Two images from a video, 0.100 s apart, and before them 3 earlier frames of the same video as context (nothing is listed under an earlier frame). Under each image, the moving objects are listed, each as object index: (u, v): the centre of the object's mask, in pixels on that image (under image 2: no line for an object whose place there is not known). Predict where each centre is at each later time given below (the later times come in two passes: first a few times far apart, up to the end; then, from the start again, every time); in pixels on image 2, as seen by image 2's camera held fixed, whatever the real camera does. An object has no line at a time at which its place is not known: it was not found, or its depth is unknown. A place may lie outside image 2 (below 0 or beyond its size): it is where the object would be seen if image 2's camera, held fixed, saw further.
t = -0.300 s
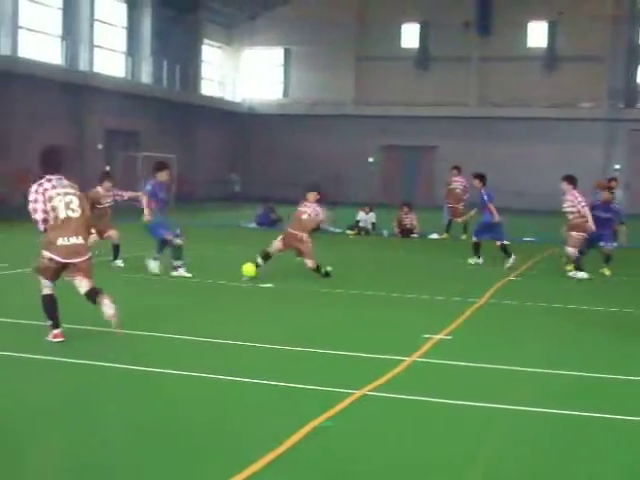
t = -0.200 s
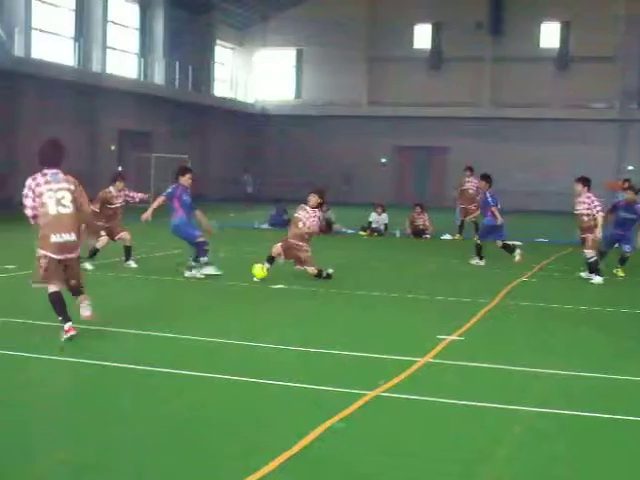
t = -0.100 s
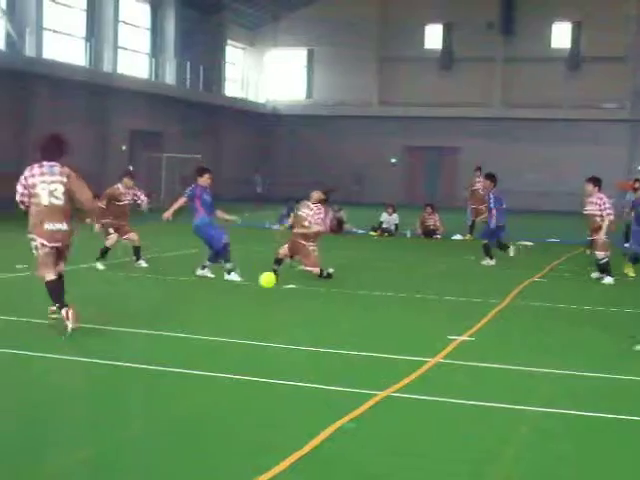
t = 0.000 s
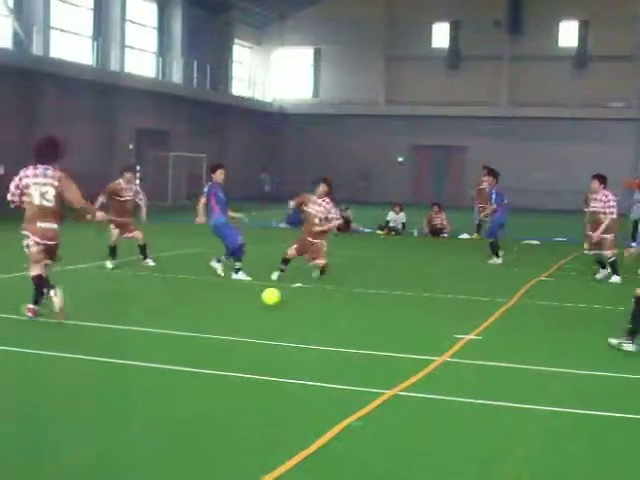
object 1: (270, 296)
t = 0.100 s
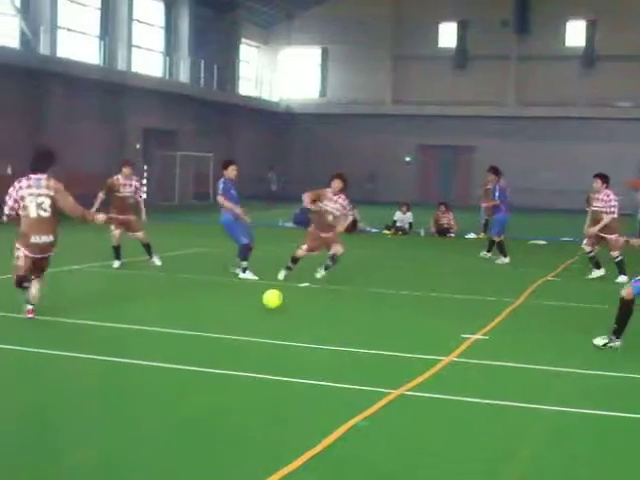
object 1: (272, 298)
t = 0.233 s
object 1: (262, 316)
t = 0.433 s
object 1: (246, 334)
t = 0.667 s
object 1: (213, 360)
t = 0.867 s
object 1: (181, 392)
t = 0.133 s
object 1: (269, 302)
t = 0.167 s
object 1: (267, 306)
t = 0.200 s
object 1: (264, 312)
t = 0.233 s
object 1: (262, 316)
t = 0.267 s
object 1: (260, 316)
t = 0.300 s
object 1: (257, 318)
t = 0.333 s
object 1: (255, 321)
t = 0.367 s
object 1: (251, 327)
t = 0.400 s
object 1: (247, 332)
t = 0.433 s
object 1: (246, 334)
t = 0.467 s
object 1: (241, 337)
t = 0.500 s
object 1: (237, 342)
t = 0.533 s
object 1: (233, 345)
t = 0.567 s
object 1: (229, 348)
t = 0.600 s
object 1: (224, 352)
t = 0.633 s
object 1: (219, 357)
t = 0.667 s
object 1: (213, 360)
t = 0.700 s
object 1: (209, 364)
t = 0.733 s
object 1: (204, 371)
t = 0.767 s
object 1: (199, 375)
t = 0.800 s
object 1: (193, 381)
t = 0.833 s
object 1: (187, 387)
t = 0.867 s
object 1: (181, 392)
